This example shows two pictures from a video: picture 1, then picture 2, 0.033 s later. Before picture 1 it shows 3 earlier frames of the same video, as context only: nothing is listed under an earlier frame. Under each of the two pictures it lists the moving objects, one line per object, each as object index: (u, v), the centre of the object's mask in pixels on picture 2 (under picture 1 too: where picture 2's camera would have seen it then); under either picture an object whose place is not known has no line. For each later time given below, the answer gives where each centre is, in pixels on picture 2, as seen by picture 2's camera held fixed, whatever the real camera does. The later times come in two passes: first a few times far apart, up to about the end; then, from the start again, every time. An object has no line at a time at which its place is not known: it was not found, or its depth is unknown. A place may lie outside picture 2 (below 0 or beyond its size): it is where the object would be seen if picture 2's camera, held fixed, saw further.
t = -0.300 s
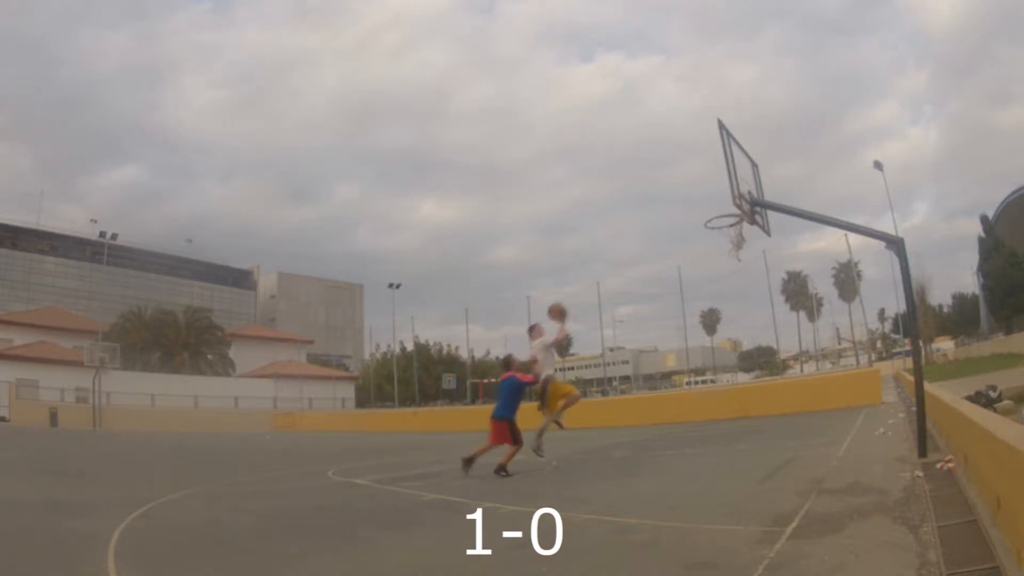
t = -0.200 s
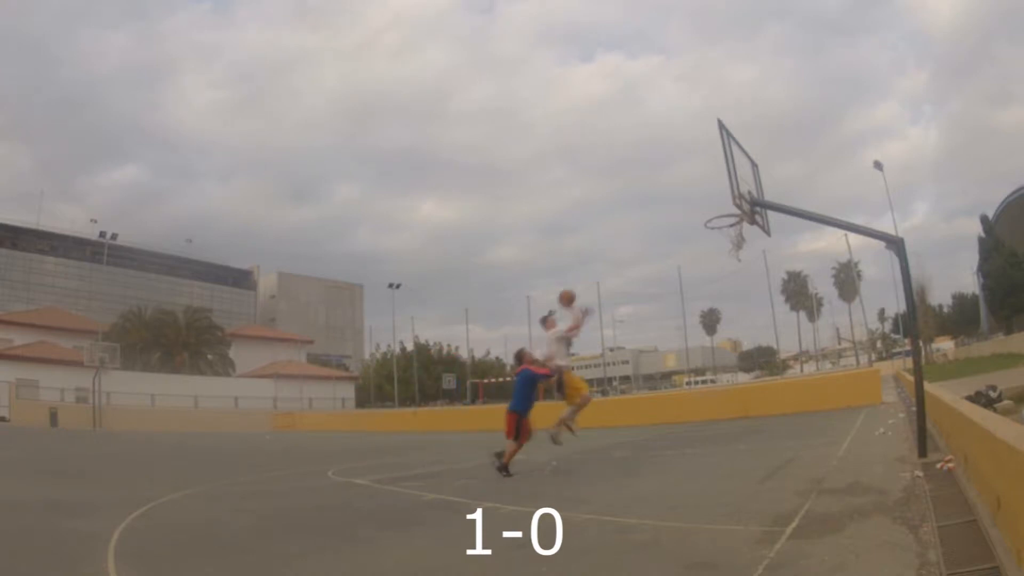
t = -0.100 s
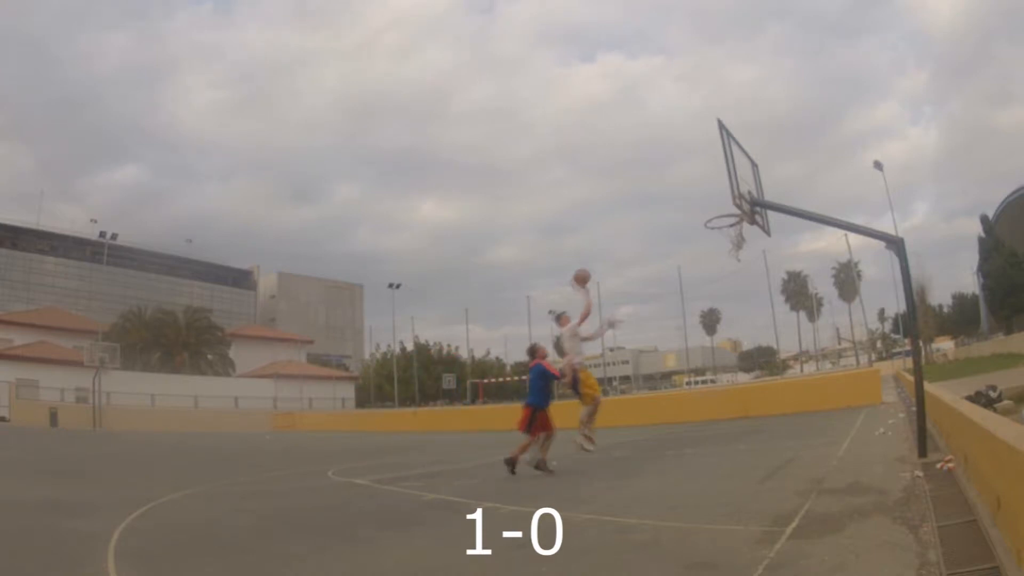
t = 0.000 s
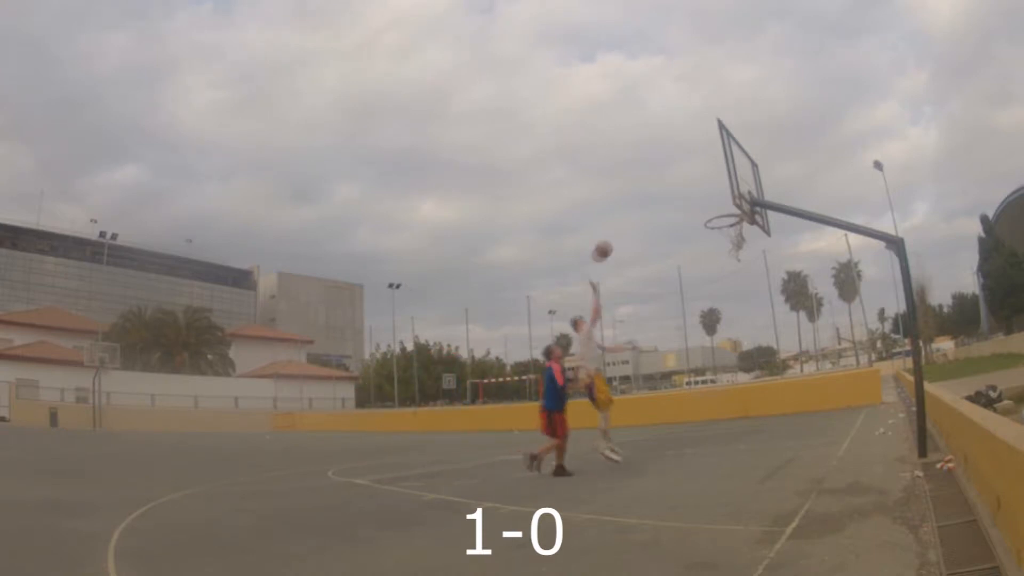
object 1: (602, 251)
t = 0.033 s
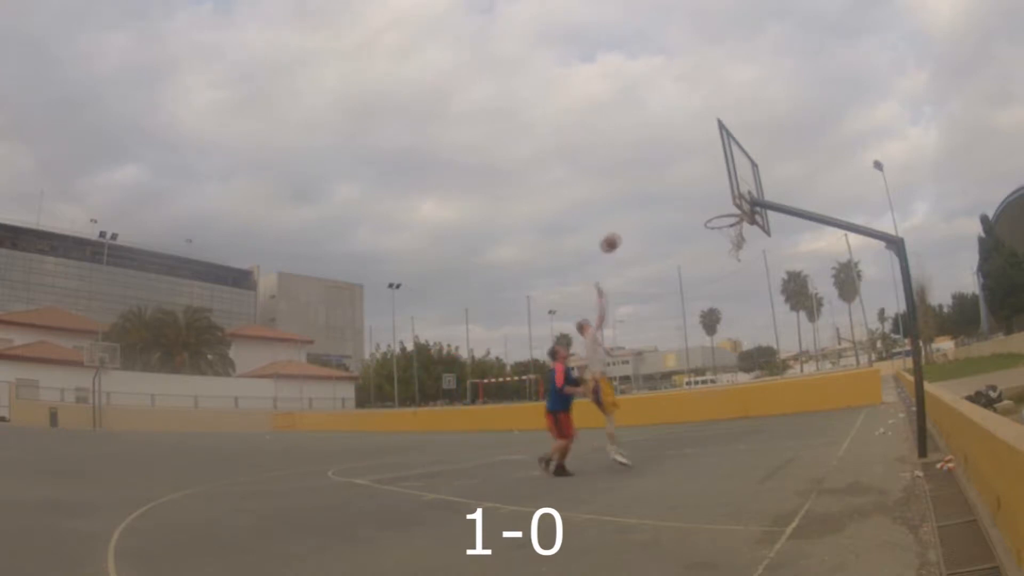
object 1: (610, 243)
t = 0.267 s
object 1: (664, 211)
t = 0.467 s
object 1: (715, 215)
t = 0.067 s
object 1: (616, 237)
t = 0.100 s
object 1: (625, 230)
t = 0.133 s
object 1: (632, 225)
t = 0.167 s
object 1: (639, 221)
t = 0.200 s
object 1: (648, 217)
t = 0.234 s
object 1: (655, 214)
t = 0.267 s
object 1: (664, 211)
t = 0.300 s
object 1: (672, 210)
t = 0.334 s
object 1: (680, 210)
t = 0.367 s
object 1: (689, 210)
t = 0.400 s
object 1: (696, 210)
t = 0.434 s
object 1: (706, 212)
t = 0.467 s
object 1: (715, 215)
